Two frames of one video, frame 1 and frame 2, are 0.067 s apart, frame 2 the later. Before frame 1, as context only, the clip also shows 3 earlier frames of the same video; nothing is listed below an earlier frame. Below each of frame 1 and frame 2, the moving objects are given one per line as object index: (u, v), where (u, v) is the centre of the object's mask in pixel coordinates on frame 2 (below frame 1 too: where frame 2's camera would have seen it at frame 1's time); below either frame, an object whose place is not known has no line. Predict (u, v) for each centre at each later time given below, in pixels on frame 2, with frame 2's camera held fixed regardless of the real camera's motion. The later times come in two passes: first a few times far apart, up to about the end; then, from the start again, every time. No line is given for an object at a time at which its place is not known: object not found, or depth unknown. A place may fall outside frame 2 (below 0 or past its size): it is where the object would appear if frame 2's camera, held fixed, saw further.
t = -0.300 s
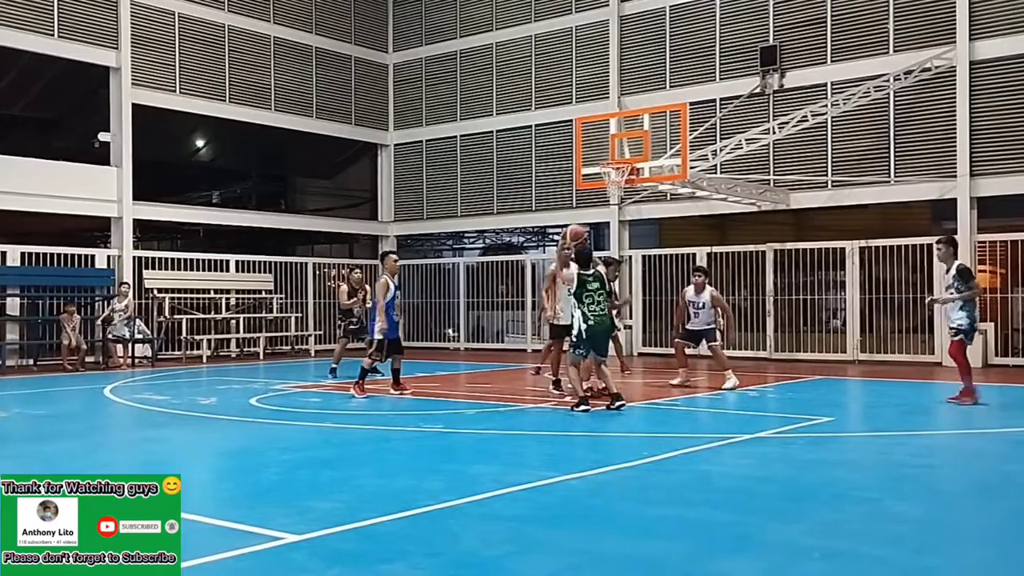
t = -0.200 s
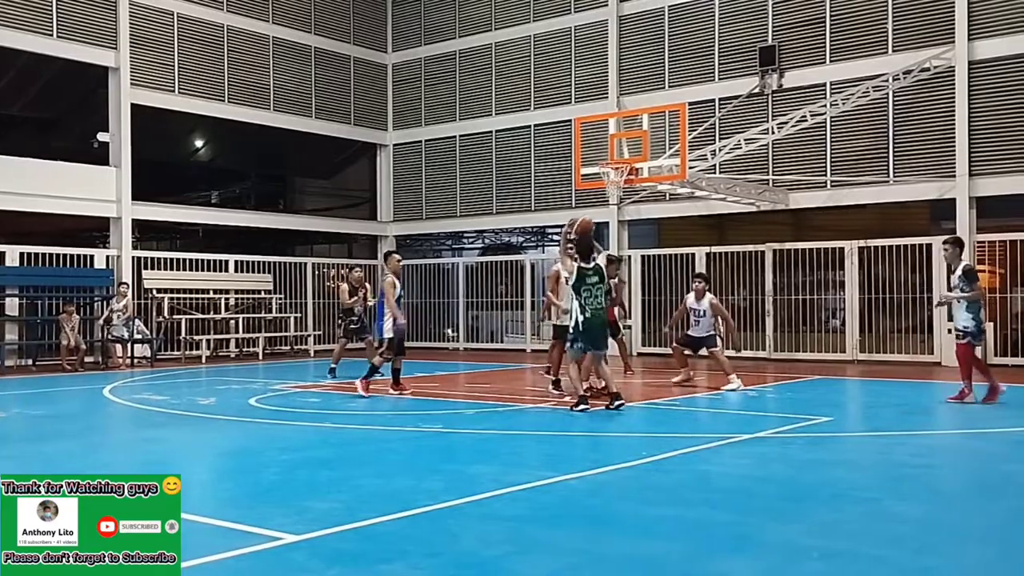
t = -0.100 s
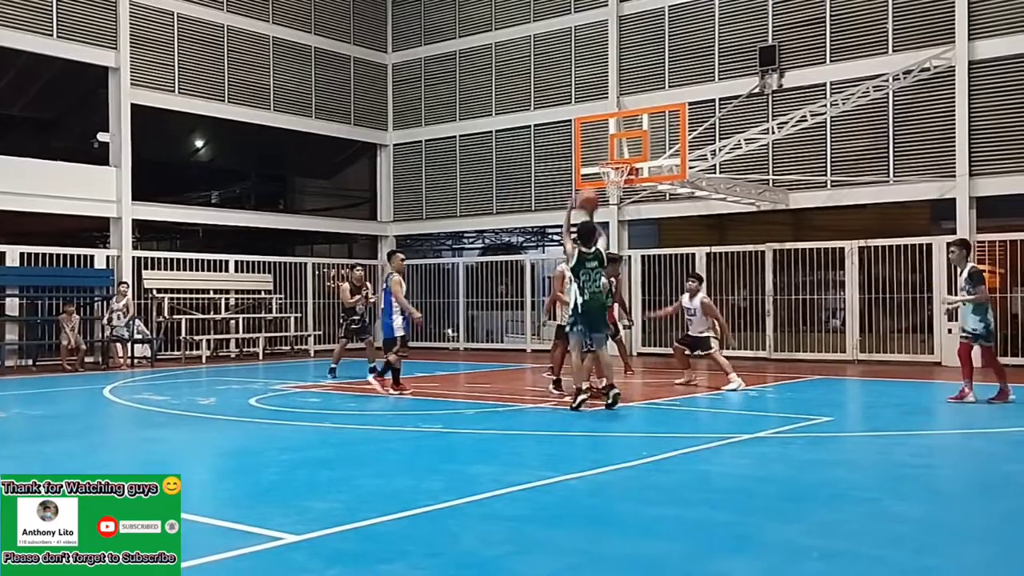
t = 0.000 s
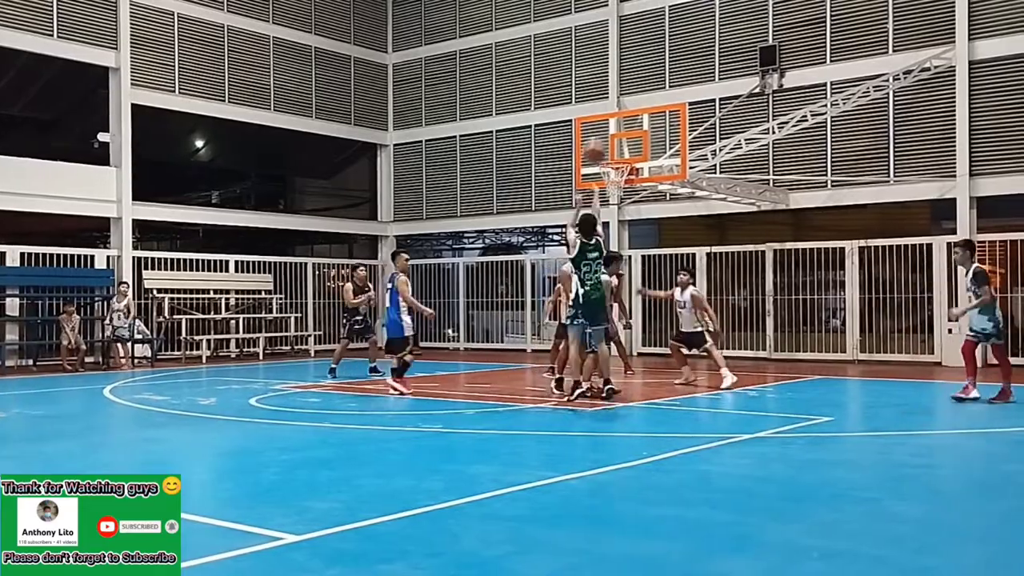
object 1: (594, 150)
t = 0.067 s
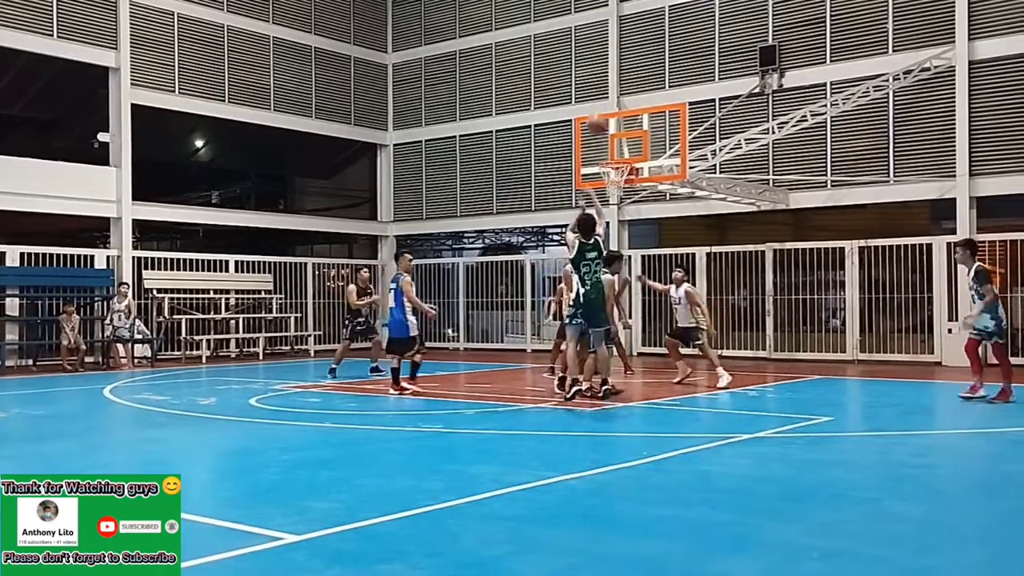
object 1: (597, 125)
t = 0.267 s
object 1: (606, 73)
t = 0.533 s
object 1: (617, 65)
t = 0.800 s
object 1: (628, 109)
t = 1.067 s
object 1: (634, 144)
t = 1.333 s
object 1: (618, 133)
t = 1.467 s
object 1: (609, 146)
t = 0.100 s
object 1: (599, 111)
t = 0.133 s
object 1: (600, 101)
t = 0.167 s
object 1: (602, 92)
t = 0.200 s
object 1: (604, 84)
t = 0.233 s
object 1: (605, 78)
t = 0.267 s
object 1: (606, 73)
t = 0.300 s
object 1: (608, 69)
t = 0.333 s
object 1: (609, 66)
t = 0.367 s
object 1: (611, 64)
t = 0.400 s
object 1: (611, 62)
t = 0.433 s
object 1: (613, 62)
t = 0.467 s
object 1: (615, 62)
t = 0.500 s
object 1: (616, 63)
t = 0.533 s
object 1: (617, 65)
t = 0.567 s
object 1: (619, 67)
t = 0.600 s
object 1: (619, 69)
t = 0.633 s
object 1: (622, 74)
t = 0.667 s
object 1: (623, 79)
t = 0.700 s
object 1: (624, 85)
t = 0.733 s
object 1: (625, 92)
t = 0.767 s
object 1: (626, 99)
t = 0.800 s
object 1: (628, 109)
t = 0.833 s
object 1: (629, 116)
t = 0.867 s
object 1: (630, 123)
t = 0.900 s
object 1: (631, 134)
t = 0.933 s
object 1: (631, 144)
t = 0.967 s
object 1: (631, 154)
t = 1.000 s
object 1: (637, 154)
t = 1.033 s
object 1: (636, 148)
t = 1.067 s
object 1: (634, 144)
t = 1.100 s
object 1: (633, 140)
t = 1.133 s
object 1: (630, 138)
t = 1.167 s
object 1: (628, 134)
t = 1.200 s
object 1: (627, 132)
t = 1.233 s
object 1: (625, 131)
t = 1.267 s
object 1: (622, 131)
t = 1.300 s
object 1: (620, 131)
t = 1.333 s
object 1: (618, 133)
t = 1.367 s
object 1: (616, 134)
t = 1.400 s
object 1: (615, 137)
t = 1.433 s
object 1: (612, 140)
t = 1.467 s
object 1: (609, 146)
